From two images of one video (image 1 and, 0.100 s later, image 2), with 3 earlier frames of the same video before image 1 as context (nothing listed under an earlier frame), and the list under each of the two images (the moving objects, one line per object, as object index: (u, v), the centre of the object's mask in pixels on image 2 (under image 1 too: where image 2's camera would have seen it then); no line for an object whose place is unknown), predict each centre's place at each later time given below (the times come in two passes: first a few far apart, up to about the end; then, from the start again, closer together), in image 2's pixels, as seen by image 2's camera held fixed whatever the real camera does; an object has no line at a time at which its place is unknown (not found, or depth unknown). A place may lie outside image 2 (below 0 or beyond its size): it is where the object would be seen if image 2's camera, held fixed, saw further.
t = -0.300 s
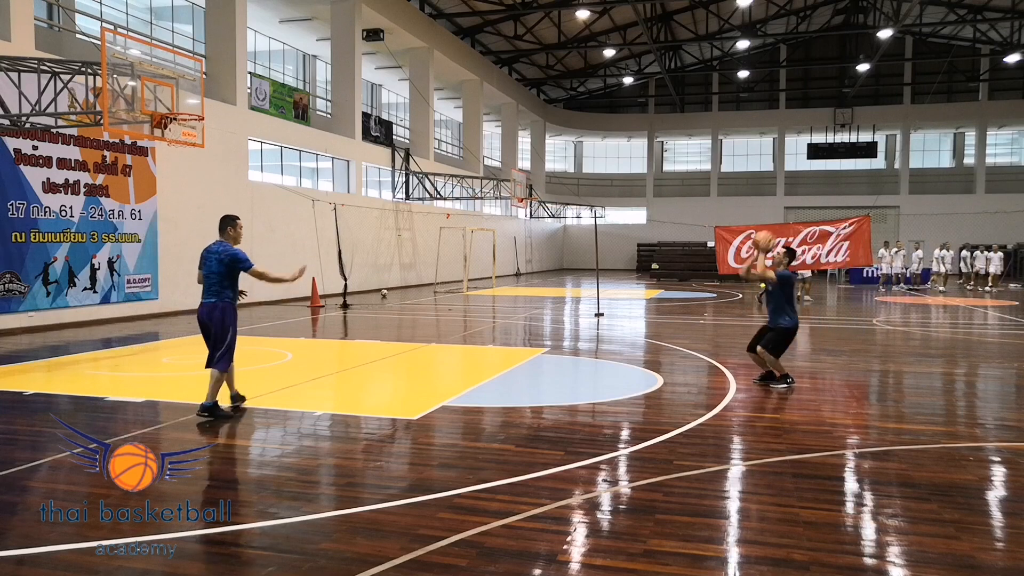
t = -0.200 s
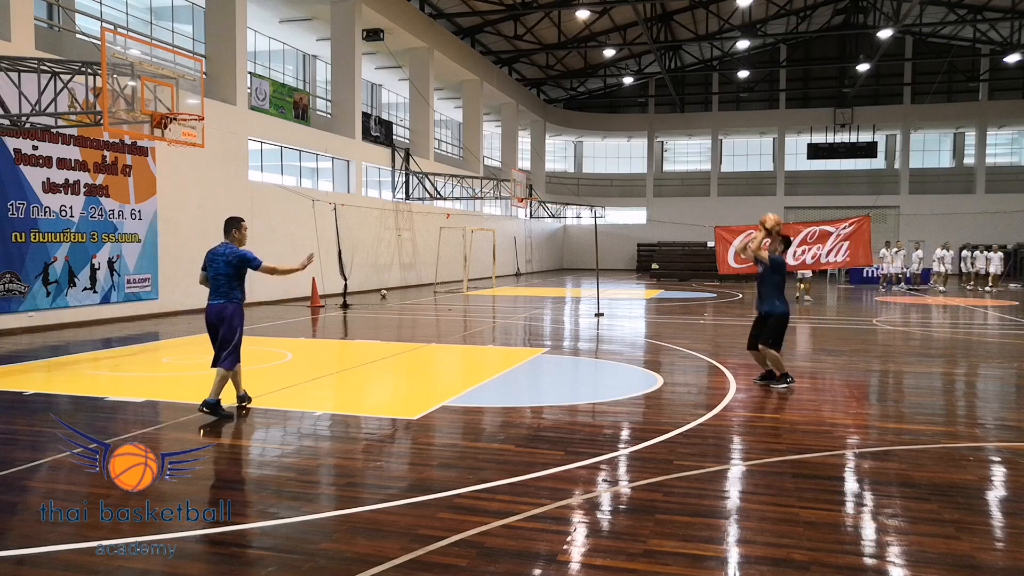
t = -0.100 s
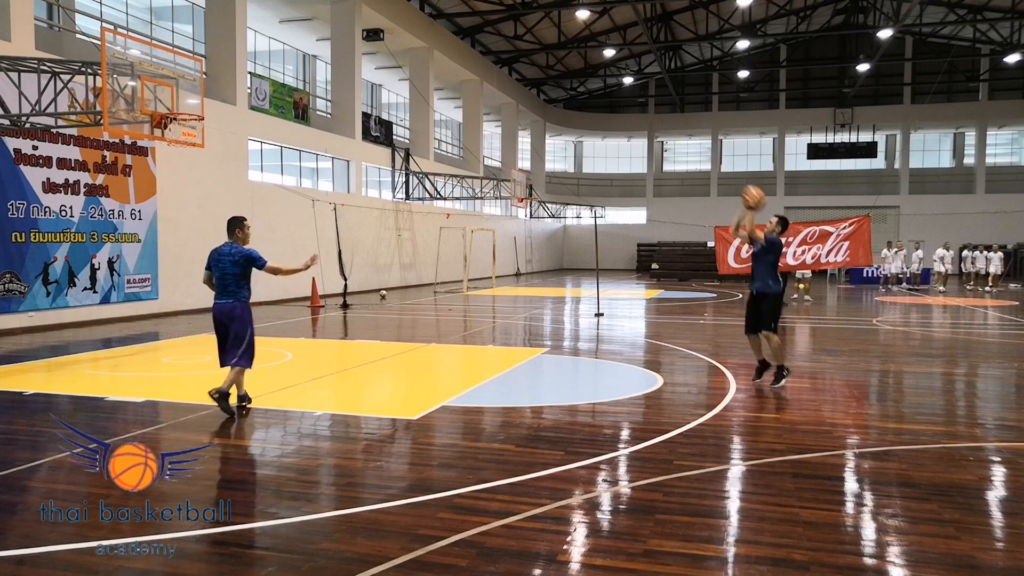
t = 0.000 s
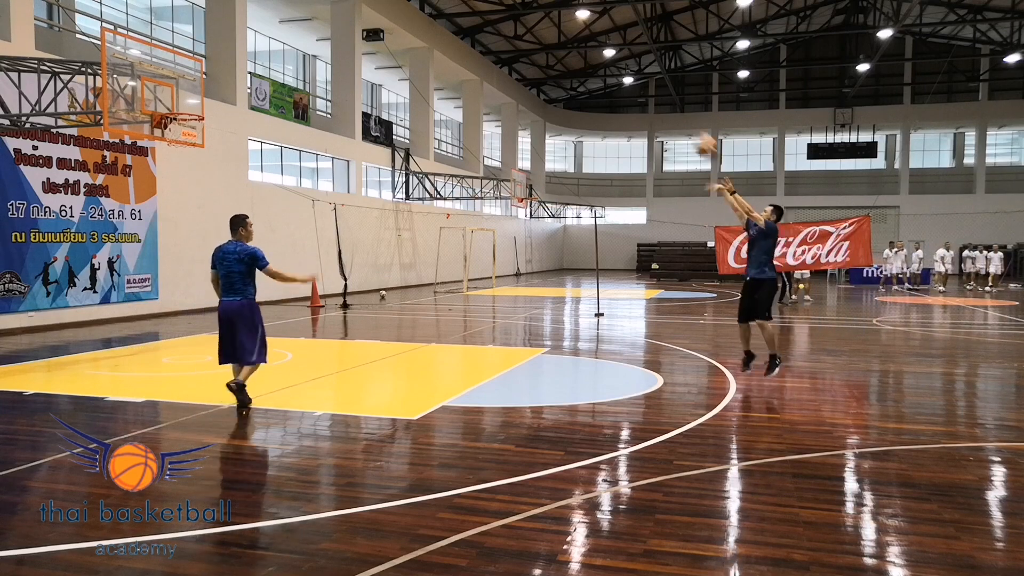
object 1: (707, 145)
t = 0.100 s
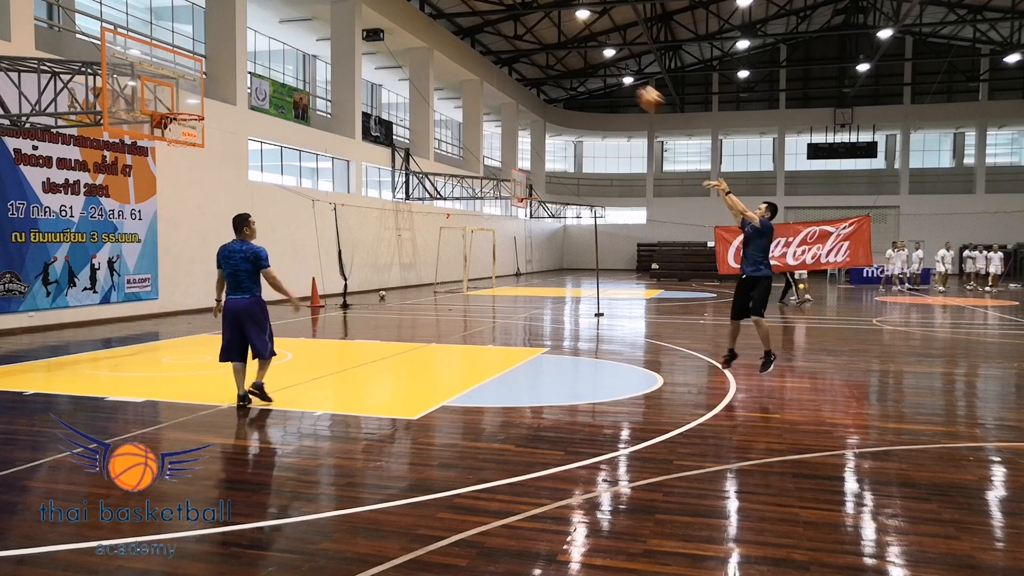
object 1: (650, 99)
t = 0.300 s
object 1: (543, 34)
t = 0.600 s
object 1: (397, 8)
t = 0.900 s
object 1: (263, 56)
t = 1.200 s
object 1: (178, 103)
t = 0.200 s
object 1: (596, 63)
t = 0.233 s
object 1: (578, 53)
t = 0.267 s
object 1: (560, 43)
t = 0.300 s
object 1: (543, 34)
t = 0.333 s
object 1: (527, 29)
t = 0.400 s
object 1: (492, 17)
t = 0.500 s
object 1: (444, 8)
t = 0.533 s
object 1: (428, 8)
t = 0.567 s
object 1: (412, 7)
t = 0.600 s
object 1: (397, 8)
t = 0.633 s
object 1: (381, 9)
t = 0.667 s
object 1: (366, 12)
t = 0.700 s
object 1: (351, 15)
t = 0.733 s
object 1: (335, 20)
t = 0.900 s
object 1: (263, 56)
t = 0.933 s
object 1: (249, 65)
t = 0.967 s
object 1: (236, 75)
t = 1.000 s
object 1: (224, 85)
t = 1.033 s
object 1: (211, 96)
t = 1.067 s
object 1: (198, 109)
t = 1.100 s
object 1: (191, 109)
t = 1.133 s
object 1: (183, 110)
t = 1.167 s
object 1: (178, 108)
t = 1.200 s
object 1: (178, 103)
